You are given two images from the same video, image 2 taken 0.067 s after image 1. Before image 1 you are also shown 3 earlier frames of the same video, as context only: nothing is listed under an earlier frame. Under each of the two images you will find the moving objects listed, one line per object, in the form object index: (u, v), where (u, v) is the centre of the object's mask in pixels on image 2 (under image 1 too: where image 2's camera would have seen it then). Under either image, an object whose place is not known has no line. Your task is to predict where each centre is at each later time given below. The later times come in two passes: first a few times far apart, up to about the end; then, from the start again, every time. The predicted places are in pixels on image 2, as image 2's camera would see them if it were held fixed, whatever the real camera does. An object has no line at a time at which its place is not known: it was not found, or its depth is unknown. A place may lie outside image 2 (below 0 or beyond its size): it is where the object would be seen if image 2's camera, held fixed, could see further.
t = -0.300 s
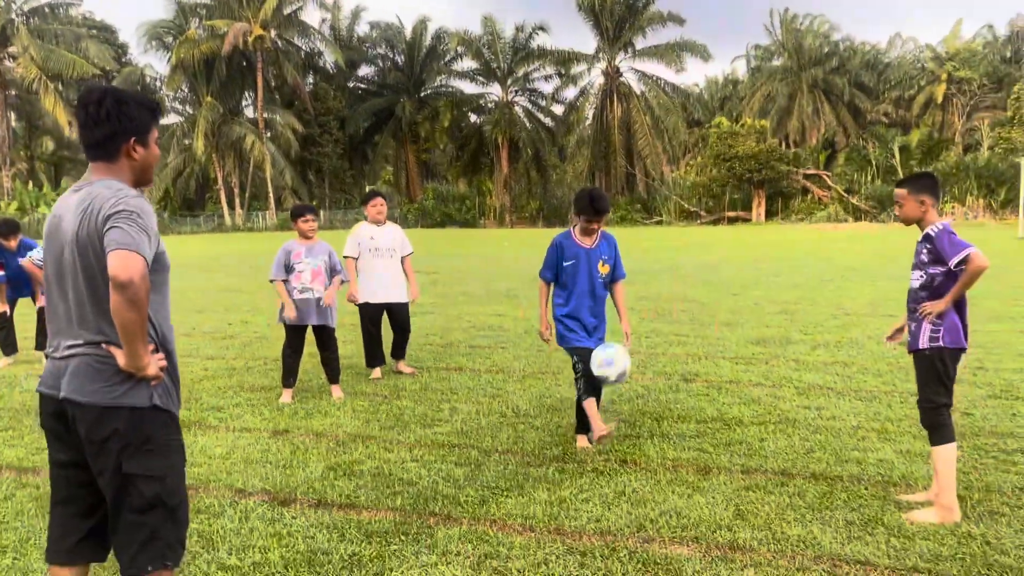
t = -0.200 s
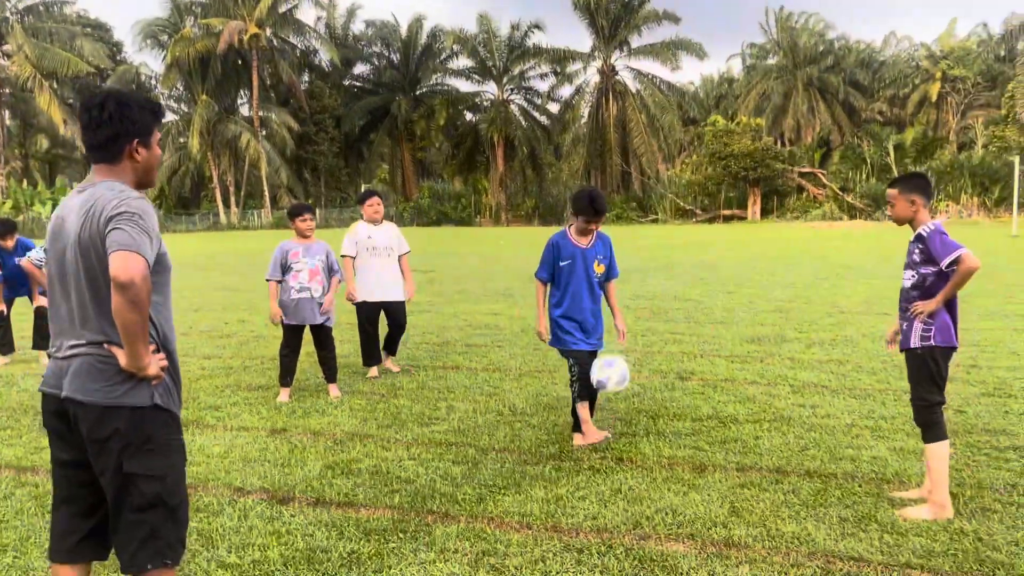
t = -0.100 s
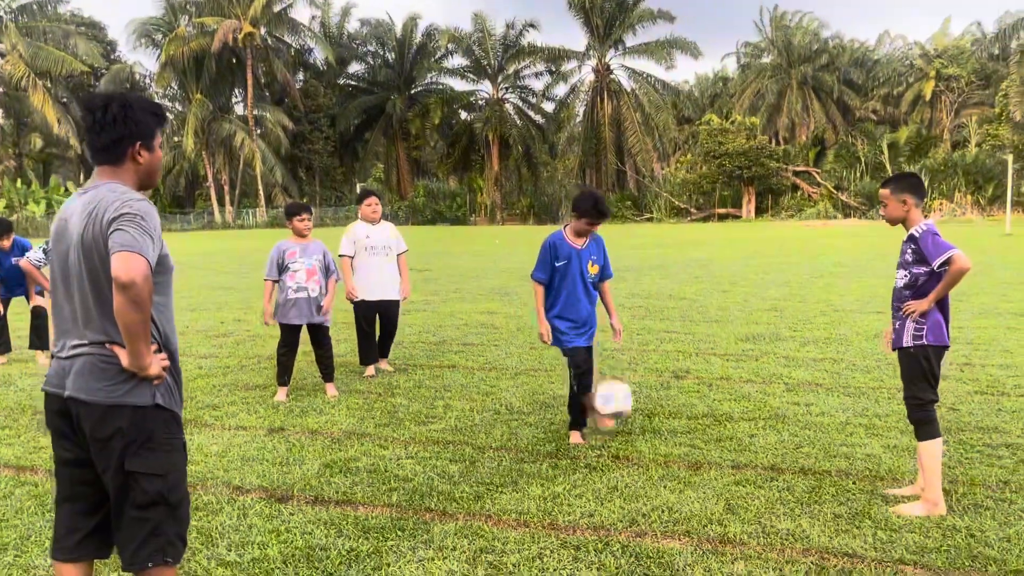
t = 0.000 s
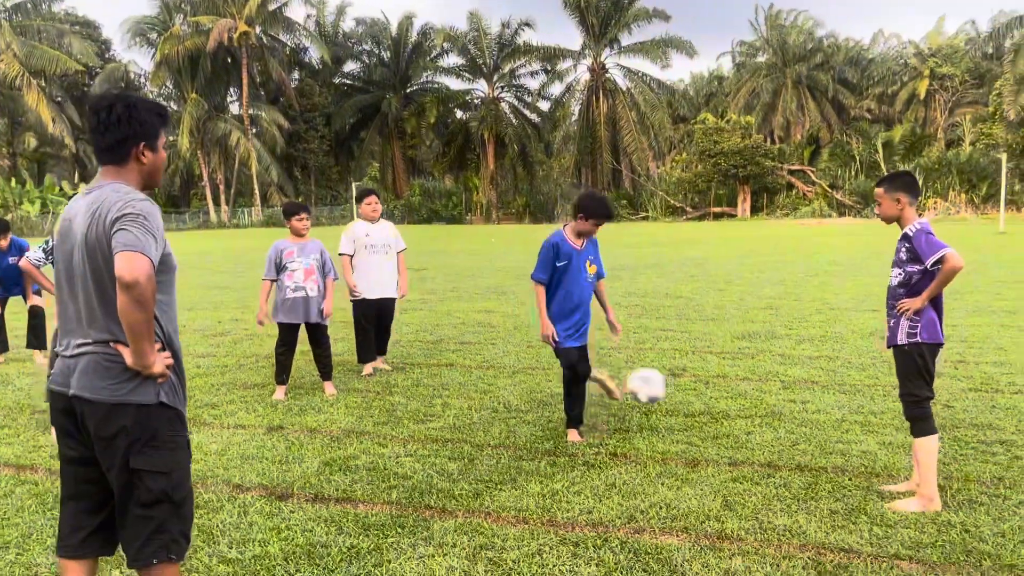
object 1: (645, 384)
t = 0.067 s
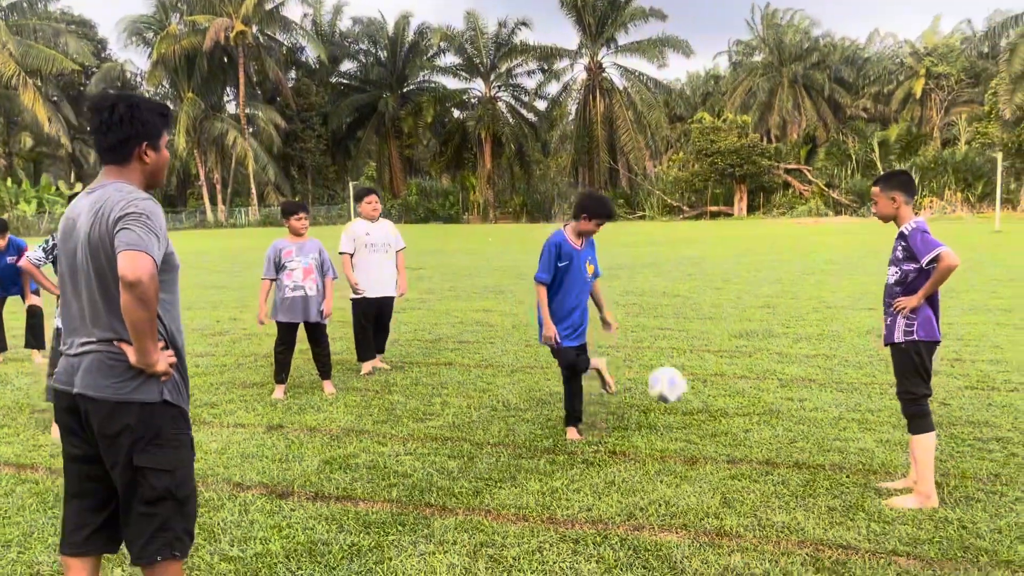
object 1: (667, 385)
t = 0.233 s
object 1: (717, 394)
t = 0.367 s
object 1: (745, 381)
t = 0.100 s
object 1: (678, 388)
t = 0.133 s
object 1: (689, 392)
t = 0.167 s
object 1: (700, 398)
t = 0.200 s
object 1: (710, 401)
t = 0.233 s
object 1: (717, 394)
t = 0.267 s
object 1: (723, 388)
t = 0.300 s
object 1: (731, 384)
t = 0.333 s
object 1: (738, 383)
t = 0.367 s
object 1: (745, 381)
